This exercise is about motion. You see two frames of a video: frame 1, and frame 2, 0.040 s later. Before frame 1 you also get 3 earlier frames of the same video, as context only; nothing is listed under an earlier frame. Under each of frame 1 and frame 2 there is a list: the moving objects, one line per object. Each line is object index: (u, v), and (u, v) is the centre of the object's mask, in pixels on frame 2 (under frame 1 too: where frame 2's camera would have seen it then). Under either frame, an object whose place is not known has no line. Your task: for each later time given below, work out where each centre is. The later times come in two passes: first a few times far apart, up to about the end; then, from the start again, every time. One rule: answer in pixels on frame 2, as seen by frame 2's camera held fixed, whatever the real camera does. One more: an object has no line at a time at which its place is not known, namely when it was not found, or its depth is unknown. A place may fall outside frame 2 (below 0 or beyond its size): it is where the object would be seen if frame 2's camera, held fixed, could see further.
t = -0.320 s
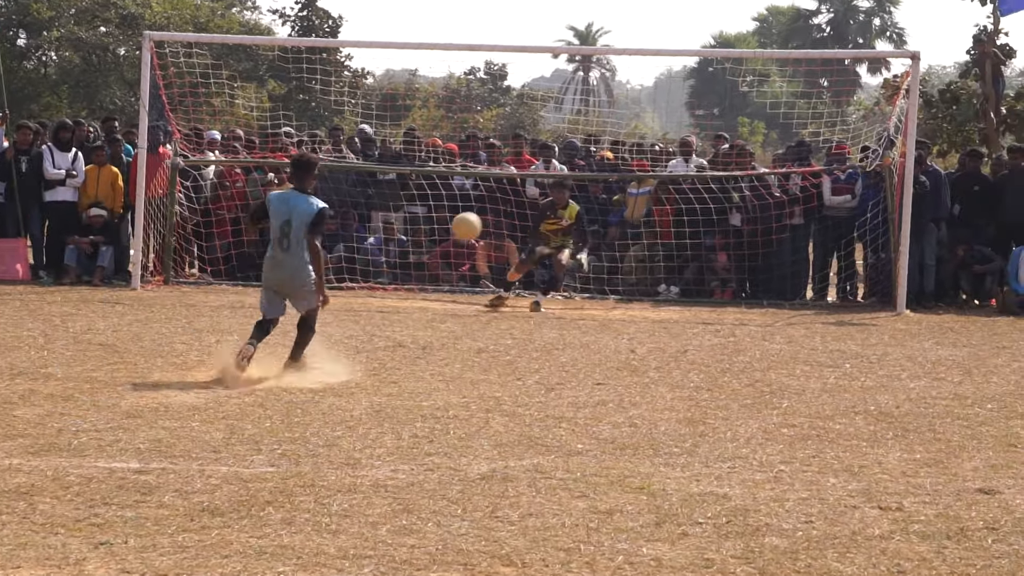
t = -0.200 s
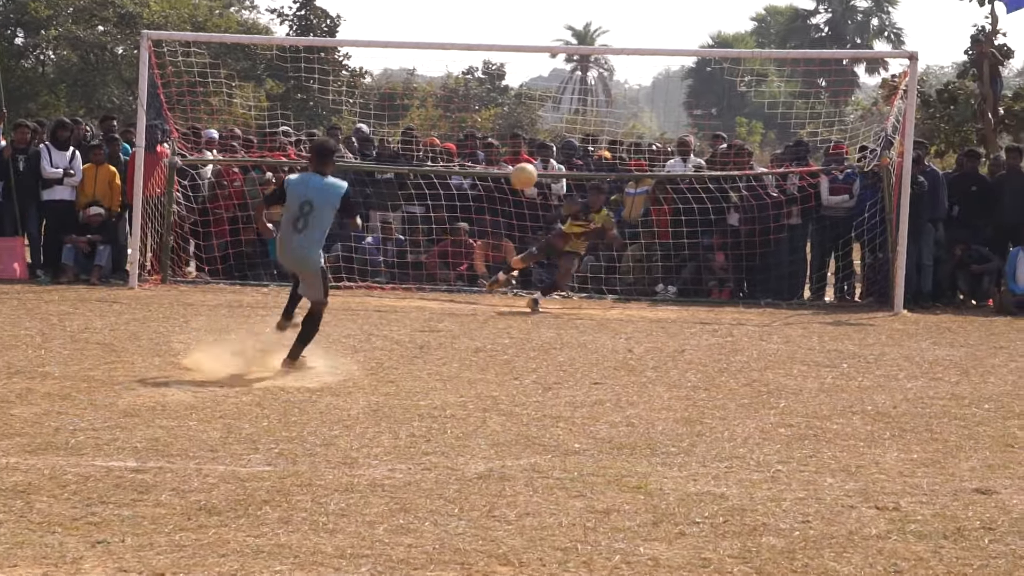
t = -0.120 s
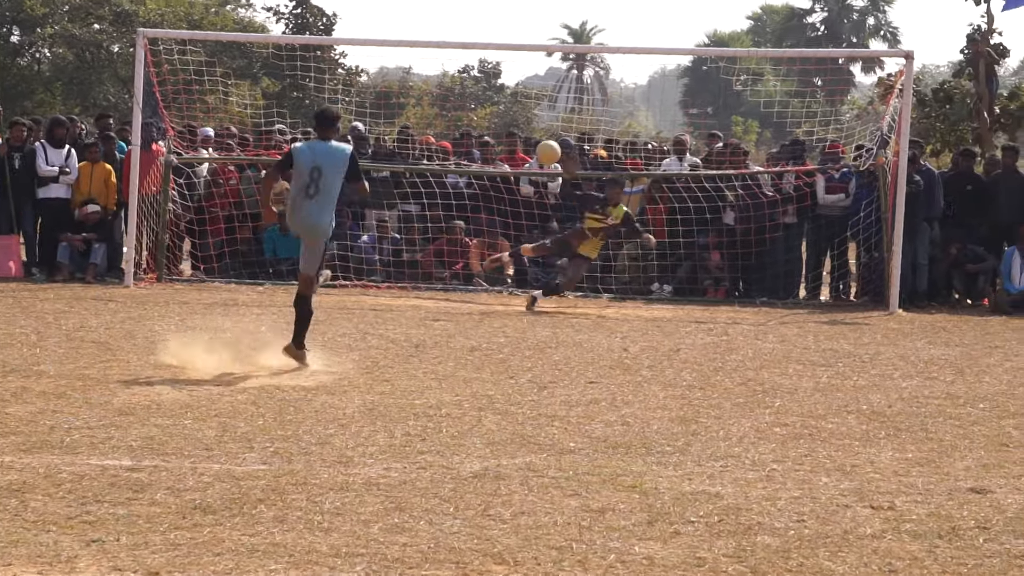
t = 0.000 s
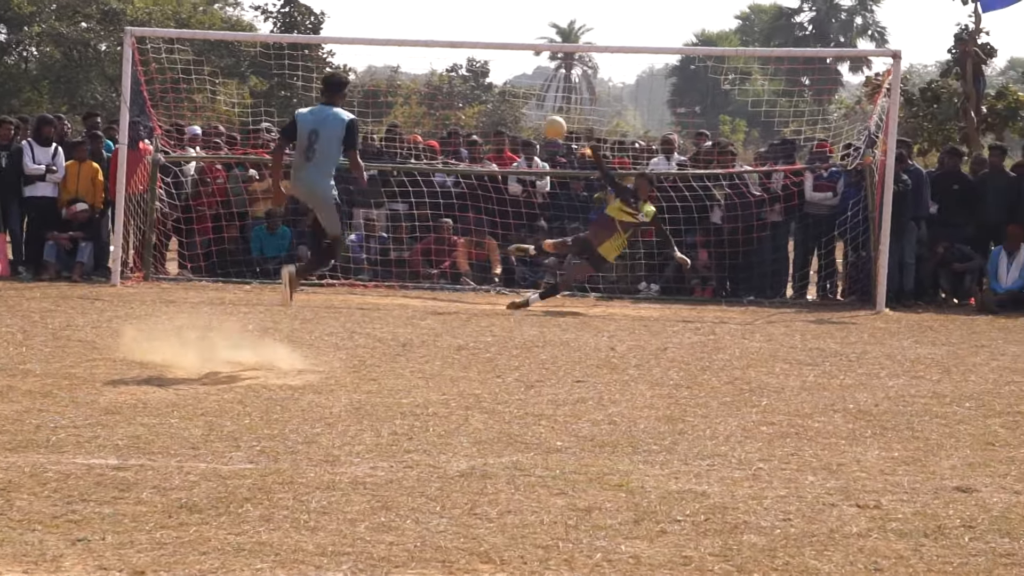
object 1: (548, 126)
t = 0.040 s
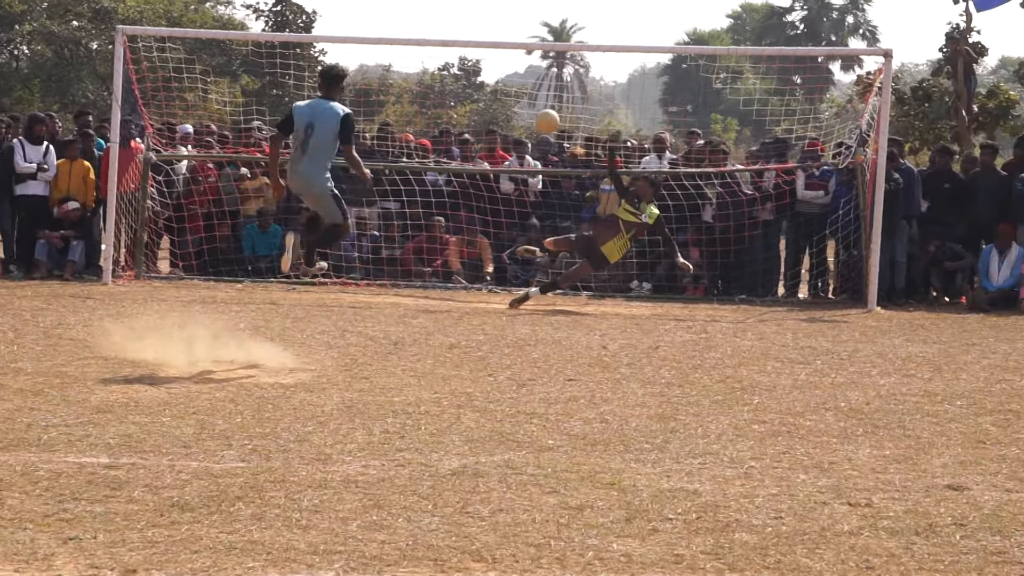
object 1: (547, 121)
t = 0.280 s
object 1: (552, 123)
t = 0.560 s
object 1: (558, 194)
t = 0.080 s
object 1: (548, 118)
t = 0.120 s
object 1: (549, 117)
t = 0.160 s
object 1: (550, 117)
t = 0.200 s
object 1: (550, 118)
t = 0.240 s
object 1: (551, 119)
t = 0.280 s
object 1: (552, 123)
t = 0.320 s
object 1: (554, 128)
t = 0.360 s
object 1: (555, 136)
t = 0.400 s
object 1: (555, 144)
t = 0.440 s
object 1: (556, 154)
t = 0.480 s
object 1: (557, 166)
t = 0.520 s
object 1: (557, 179)
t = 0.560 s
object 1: (558, 194)
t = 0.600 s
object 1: (558, 210)
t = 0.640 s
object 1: (559, 227)
